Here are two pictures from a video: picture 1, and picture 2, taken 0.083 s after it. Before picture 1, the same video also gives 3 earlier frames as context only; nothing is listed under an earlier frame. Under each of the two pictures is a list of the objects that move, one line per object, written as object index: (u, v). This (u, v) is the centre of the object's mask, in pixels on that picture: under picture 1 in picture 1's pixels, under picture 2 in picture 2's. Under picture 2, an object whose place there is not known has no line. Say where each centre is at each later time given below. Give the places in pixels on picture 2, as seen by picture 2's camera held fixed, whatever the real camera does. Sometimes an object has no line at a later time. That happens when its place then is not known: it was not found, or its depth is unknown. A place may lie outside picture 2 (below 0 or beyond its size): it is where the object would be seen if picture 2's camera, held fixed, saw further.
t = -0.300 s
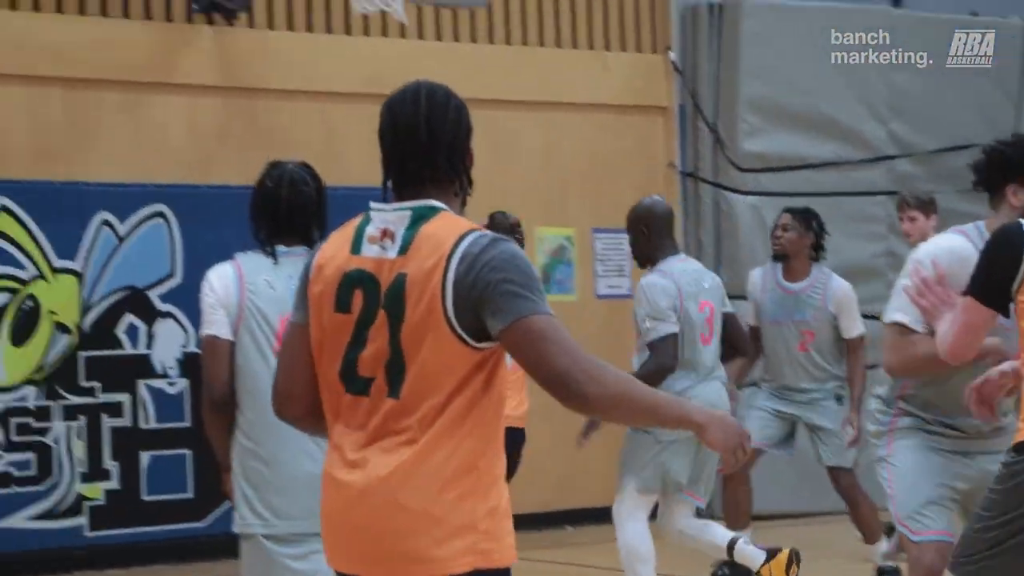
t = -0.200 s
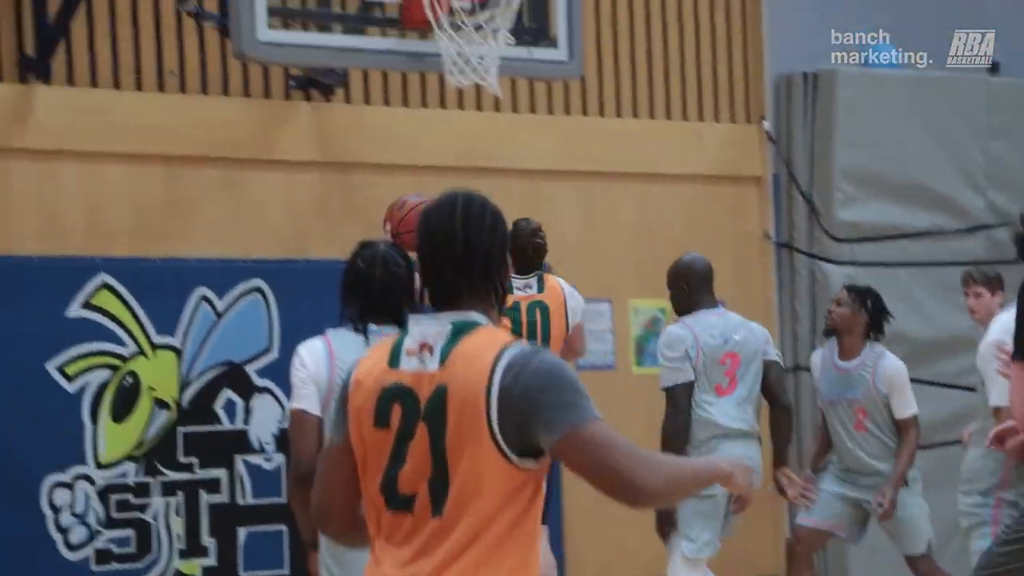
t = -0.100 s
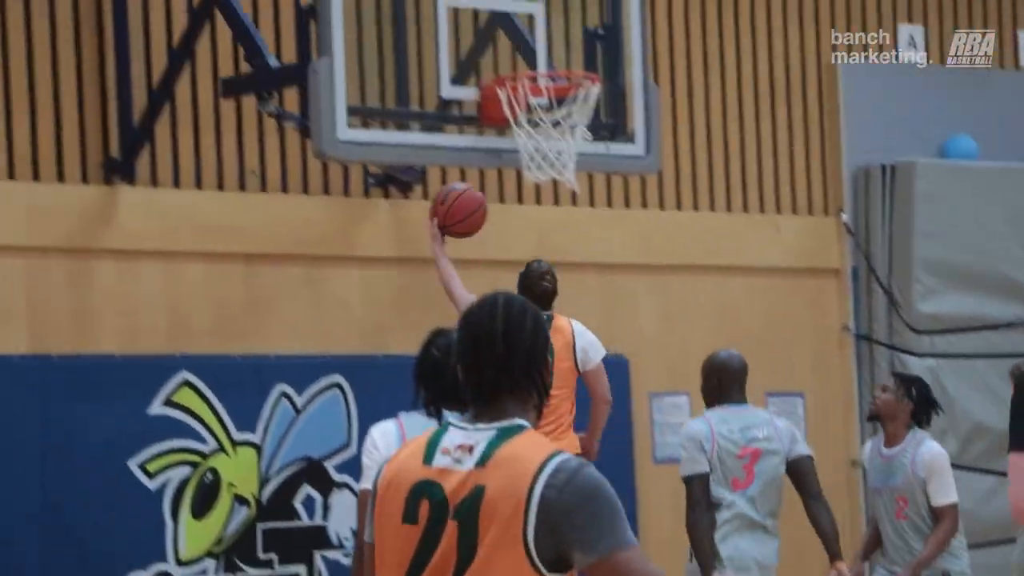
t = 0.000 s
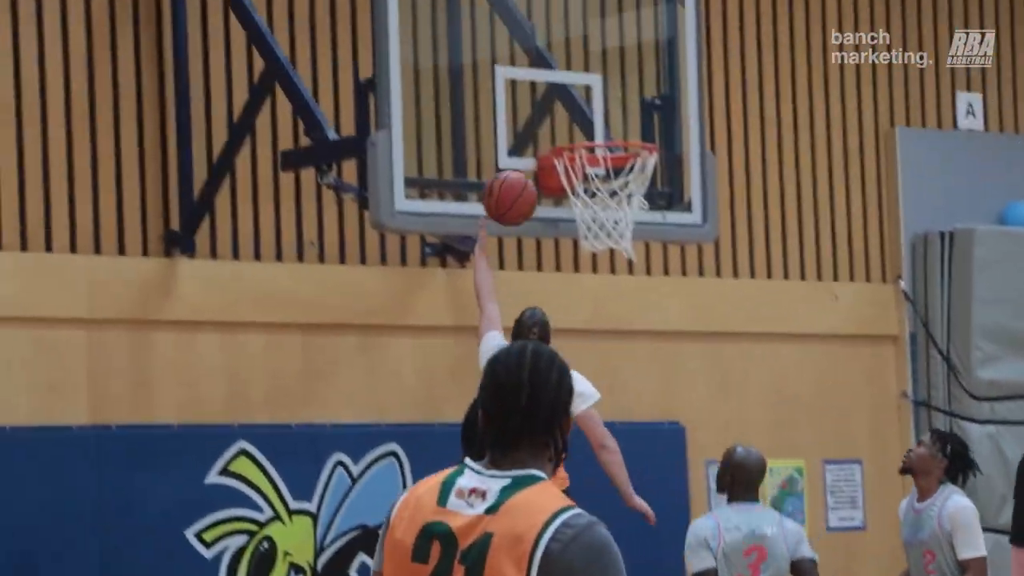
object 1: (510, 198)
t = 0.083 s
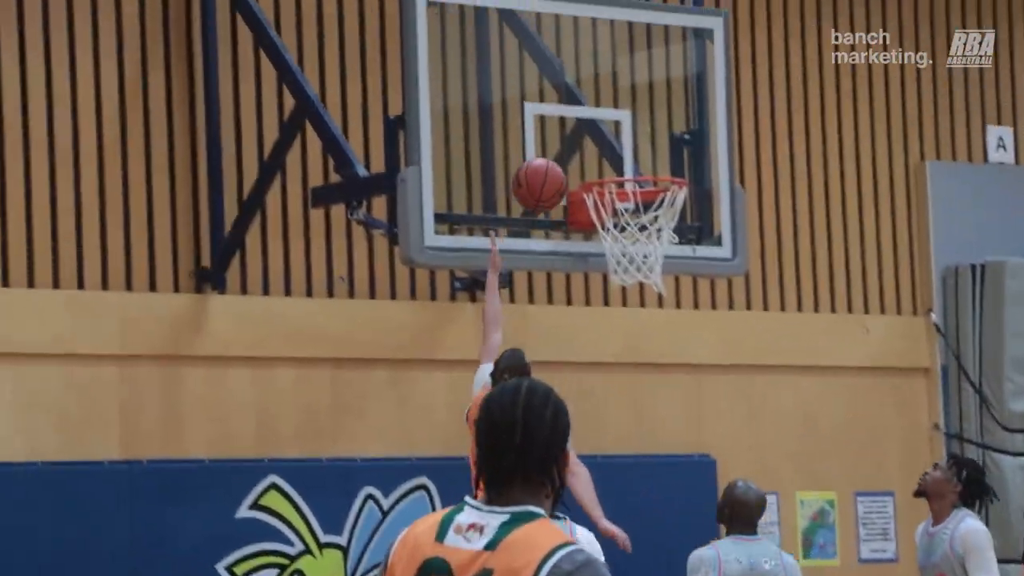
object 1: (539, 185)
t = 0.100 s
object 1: (539, 177)
